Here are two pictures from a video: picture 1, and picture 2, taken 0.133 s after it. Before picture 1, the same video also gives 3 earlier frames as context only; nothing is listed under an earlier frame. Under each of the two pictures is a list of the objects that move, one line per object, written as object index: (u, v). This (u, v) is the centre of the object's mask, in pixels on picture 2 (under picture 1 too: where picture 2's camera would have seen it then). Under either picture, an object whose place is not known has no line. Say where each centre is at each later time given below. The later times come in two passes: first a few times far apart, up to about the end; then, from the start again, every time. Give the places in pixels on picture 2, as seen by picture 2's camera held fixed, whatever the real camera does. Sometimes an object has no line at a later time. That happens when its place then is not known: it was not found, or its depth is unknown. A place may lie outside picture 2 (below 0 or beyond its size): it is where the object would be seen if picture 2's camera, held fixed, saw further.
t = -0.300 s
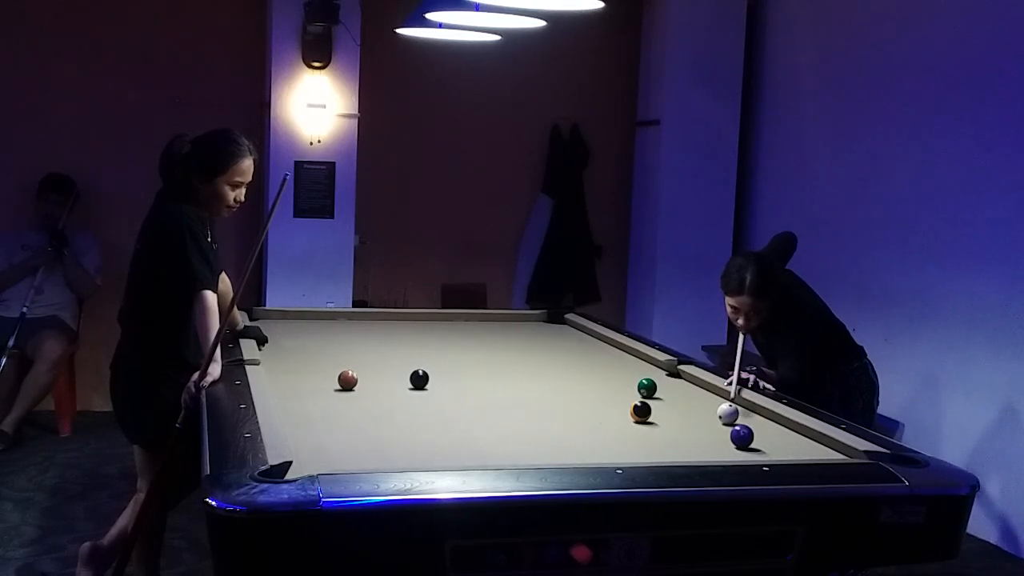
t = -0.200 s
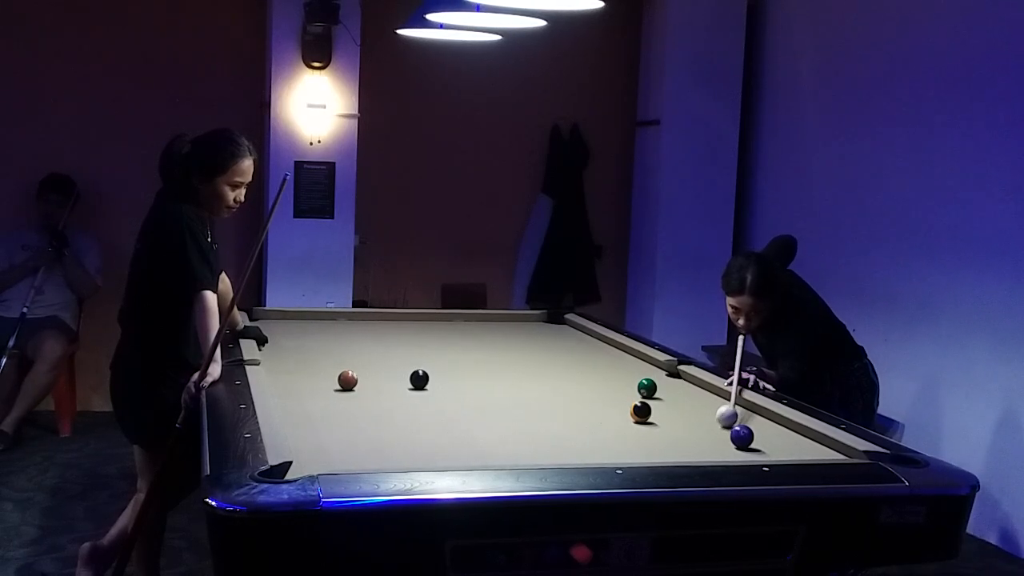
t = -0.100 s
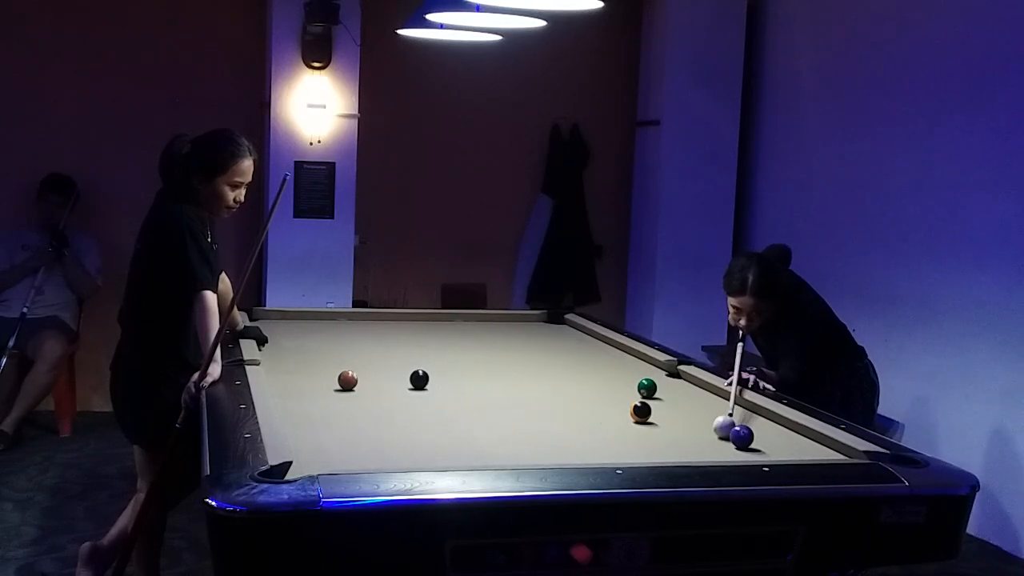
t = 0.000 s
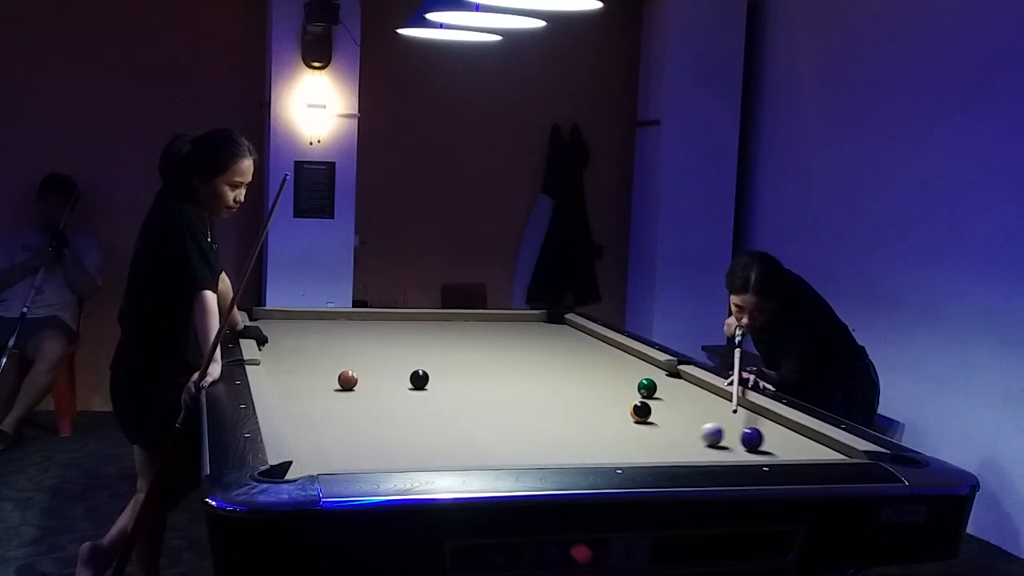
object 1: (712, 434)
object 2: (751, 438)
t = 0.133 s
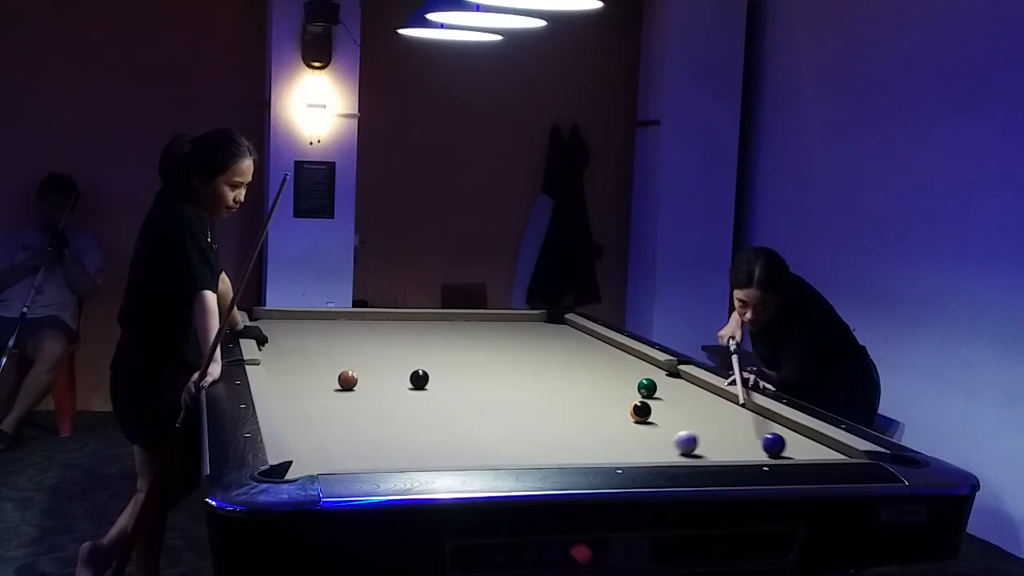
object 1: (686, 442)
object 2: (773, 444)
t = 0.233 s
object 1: (666, 448)
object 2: (790, 448)
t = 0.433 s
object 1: (623, 456)
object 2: (822, 452)
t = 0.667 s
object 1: (579, 457)
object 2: (842, 453)
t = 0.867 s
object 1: (548, 454)
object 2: (846, 451)
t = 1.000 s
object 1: (529, 453)
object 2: (841, 450)
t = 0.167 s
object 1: (679, 444)
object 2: (779, 445)
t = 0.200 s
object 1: (673, 447)
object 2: (784, 447)
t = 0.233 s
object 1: (666, 448)
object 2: (790, 448)
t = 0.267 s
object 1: (659, 450)
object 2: (795, 449)
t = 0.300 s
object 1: (652, 451)
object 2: (801, 450)
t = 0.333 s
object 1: (645, 453)
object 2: (806, 450)
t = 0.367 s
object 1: (638, 454)
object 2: (812, 451)
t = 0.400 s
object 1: (630, 455)
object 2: (817, 451)
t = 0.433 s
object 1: (623, 456)
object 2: (822, 452)
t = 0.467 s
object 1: (615, 458)
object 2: (828, 453)
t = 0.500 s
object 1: (608, 458)
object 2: (834, 453)
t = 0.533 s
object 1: (601, 458)
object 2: (839, 454)
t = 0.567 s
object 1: (596, 458)
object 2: (840, 454)
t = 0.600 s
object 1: (590, 457)
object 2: (841, 453)
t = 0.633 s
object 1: (584, 457)
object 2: (842, 453)
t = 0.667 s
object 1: (579, 457)
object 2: (842, 453)
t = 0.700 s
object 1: (574, 456)
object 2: (843, 452)
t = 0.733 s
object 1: (569, 456)
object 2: (844, 452)
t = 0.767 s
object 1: (563, 456)
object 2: (844, 452)
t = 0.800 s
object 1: (558, 455)
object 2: (845, 451)
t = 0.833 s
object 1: (553, 455)
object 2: (845, 451)
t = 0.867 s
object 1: (548, 454)
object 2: (846, 451)
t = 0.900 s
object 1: (544, 454)
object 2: (846, 450)
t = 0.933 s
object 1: (539, 453)
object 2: (845, 450)
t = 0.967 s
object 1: (534, 453)
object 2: (843, 450)
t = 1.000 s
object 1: (529, 453)
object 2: (841, 450)
